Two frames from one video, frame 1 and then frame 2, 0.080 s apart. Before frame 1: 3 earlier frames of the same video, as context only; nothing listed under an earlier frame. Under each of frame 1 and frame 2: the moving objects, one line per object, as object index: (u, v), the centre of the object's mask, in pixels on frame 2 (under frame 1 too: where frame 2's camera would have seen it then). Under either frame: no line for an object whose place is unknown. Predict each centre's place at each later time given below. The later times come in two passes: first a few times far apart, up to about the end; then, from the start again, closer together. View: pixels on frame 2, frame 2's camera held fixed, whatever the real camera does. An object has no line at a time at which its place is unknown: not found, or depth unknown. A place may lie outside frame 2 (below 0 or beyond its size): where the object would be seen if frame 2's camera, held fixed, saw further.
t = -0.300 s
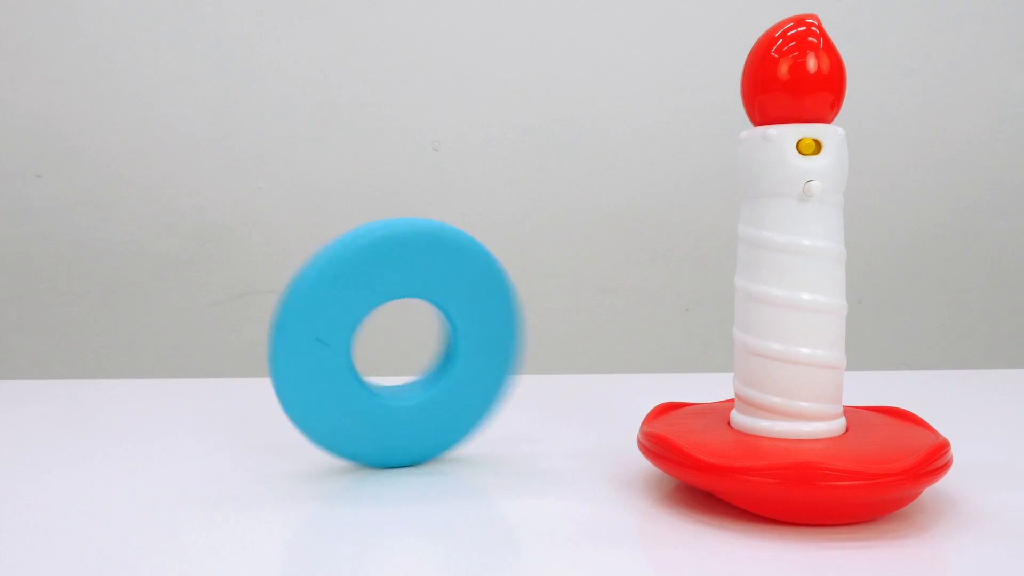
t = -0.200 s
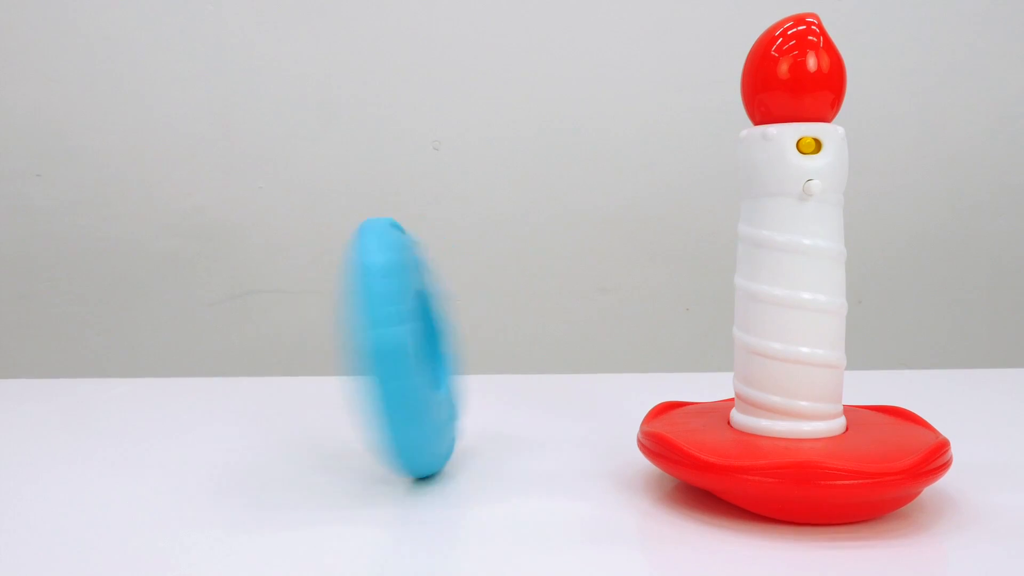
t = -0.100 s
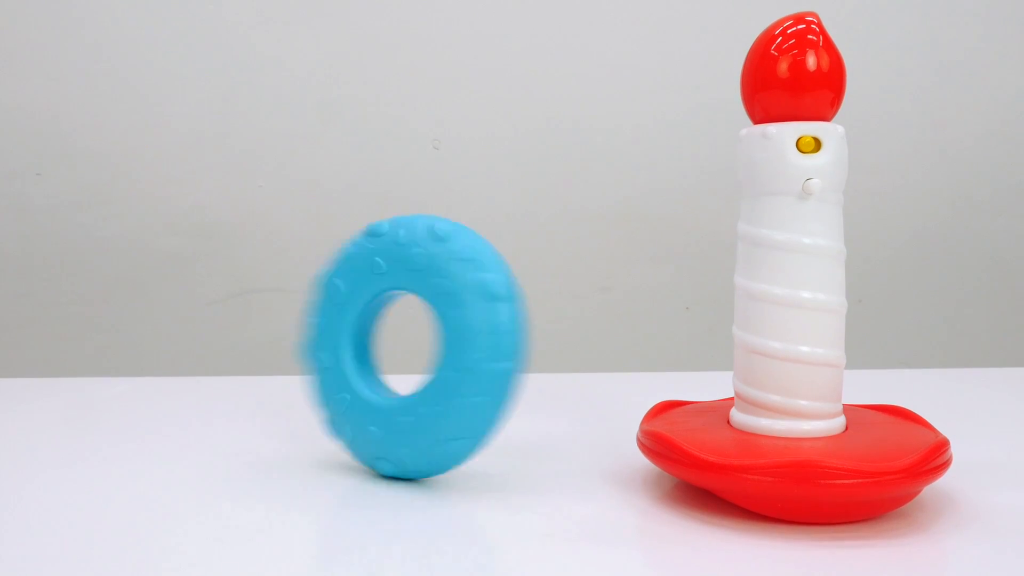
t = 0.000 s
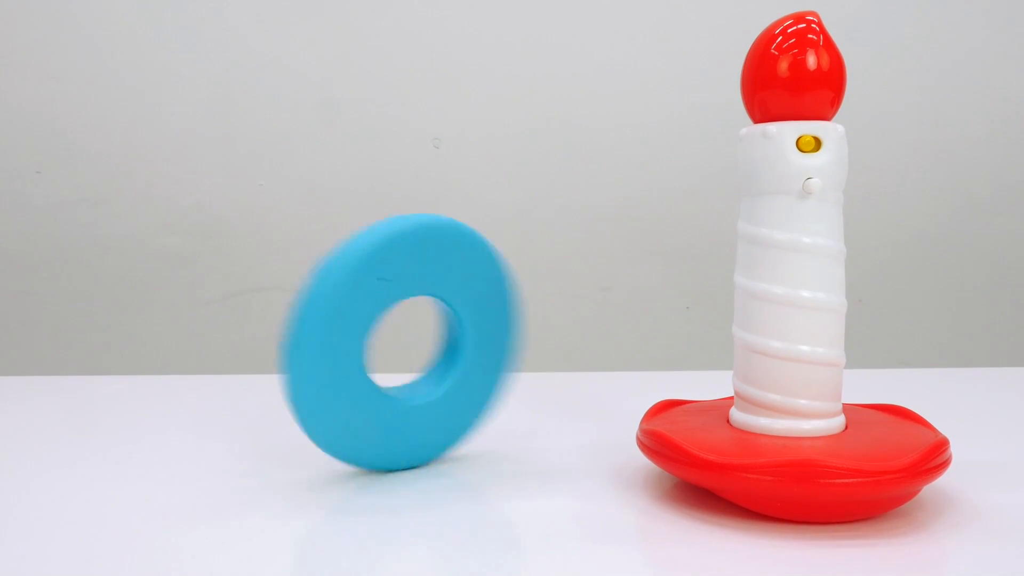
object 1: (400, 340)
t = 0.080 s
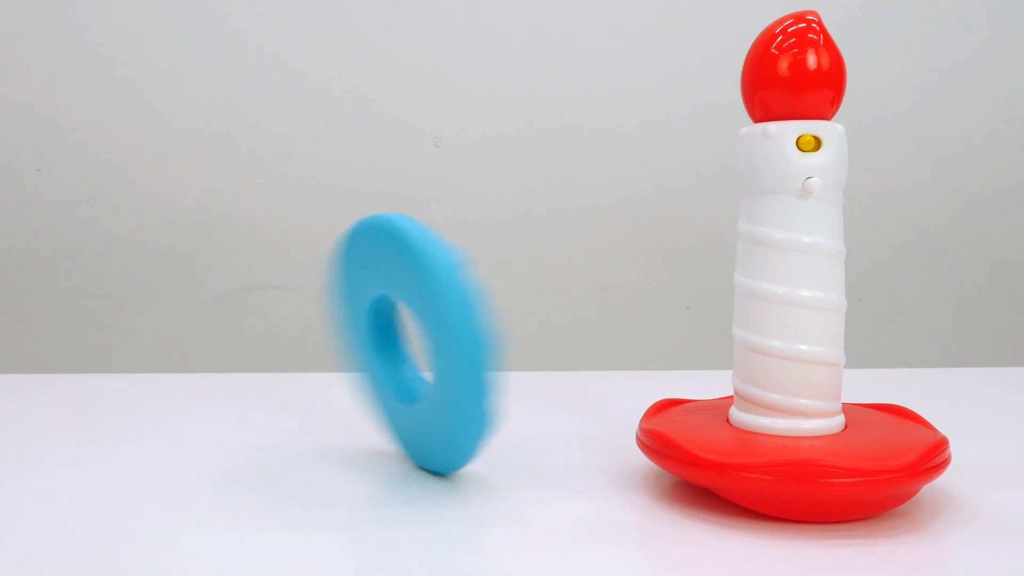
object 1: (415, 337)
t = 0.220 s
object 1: (418, 344)
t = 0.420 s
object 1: (398, 338)
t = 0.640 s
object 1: (376, 347)
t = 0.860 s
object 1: (357, 340)
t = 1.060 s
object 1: (371, 342)
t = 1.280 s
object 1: (379, 332)
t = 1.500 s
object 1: (416, 332)
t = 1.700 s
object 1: (414, 337)
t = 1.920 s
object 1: (436, 336)
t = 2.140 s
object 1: (450, 376)
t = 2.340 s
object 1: (433, 387)
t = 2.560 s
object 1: (439, 380)
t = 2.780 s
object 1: (453, 383)
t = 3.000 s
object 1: (457, 389)
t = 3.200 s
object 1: (462, 388)
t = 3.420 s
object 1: (476, 390)
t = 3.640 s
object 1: (482, 395)
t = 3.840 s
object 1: (472, 406)
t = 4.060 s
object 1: (455, 404)
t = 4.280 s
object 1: (454, 395)
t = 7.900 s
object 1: (474, 448)
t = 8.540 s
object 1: (442, 459)
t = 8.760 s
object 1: (441, 462)
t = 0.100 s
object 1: (416, 339)
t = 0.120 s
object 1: (405, 347)
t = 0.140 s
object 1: (400, 347)
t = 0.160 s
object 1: (402, 347)
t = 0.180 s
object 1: (407, 347)
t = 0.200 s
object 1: (413, 346)
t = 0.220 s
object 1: (418, 344)
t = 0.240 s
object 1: (417, 342)
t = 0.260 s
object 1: (411, 342)
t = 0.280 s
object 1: (395, 346)
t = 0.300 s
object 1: (390, 346)
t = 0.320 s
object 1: (387, 345)
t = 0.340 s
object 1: (389, 344)
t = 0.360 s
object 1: (393, 343)
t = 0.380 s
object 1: (397, 342)
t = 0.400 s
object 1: (399, 341)
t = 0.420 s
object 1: (398, 338)
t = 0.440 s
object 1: (398, 341)
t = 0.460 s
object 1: (385, 347)
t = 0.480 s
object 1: (383, 345)
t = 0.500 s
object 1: (383, 344)
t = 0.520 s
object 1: (387, 343)
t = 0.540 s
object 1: (394, 342)
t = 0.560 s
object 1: (400, 341)
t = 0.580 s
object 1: (401, 341)
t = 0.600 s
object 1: (397, 340)
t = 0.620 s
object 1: (387, 341)
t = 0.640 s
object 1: (376, 347)
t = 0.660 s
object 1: (371, 348)
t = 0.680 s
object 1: (368, 348)
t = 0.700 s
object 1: (368, 348)
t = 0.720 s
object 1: (370, 348)
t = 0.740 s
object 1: (372, 347)
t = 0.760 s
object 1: (373, 346)
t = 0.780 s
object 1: (373, 344)
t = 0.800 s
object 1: (371, 345)
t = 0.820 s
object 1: (359, 347)
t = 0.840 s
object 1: (356, 343)
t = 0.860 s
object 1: (357, 340)
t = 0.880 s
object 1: (363, 338)
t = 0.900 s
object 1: (371, 336)
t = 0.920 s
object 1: (379, 336)
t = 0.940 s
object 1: (383, 336)
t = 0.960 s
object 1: (383, 335)
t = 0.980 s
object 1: (381, 337)
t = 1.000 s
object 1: (374, 342)
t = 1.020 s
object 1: (372, 342)
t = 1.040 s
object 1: (371, 342)
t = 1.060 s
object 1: (371, 342)
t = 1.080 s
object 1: (373, 342)
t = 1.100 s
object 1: (376, 341)
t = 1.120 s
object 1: (378, 340)
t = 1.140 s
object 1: (380, 340)
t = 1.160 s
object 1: (380, 338)
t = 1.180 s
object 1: (380, 338)
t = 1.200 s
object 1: (370, 343)
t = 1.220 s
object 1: (367, 339)
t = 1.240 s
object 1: (367, 336)
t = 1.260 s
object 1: (371, 333)
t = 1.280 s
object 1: (379, 332)
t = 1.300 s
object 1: (388, 331)
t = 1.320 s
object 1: (396, 331)
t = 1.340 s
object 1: (401, 330)
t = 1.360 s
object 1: (403, 330)
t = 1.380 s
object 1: (403, 331)
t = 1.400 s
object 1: (400, 334)
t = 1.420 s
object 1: (401, 334)
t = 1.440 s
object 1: (403, 334)
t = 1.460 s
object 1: (407, 333)
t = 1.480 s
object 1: (412, 332)
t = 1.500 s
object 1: (416, 332)
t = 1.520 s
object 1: (421, 331)
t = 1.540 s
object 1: (425, 331)
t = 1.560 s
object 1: (427, 331)
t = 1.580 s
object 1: (426, 331)
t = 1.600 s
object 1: (425, 333)
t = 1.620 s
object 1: (417, 338)
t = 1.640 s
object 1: (412, 337)
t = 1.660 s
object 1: (409, 337)
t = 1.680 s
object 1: (411, 337)
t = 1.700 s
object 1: (414, 337)
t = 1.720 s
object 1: (419, 337)
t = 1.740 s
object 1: (424, 337)
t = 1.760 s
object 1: (427, 337)
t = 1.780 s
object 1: (429, 336)
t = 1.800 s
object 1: (428, 335)
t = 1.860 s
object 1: (422, 337)
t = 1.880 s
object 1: (426, 336)
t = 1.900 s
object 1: (430, 336)
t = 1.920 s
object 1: (436, 336)
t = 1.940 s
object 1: (443, 336)
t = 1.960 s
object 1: (449, 337)
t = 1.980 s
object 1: (454, 340)
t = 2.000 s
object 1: (456, 343)
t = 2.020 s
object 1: (455, 352)
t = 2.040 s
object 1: (449, 364)
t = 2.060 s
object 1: (449, 372)
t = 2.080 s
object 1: (450, 379)
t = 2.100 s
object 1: (451, 382)
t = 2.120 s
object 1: (453, 381)
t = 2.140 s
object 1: (450, 376)
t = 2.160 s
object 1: (442, 370)
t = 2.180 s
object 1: (438, 364)
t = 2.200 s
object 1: (439, 362)
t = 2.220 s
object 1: (444, 360)
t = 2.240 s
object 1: (445, 361)
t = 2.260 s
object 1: (443, 364)
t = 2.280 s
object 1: (435, 375)
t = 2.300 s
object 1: (431, 380)
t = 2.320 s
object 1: (431, 386)
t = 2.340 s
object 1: (433, 387)
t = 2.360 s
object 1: (435, 385)
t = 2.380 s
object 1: (433, 384)
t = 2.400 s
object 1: (427, 374)
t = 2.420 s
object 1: (429, 370)
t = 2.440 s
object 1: (435, 367)
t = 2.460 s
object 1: (438, 364)
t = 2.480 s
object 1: (440, 366)
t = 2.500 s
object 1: (436, 374)
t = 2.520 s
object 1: (434, 376)
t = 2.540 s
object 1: (436, 378)
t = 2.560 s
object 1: (439, 380)
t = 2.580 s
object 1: (442, 379)
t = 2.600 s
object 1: (444, 377)
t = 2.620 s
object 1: (443, 373)
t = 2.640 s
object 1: (443, 370)
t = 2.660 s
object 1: (447, 369)
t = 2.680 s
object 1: (453, 369)
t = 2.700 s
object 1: (453, 371)
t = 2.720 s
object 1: (451, 381)
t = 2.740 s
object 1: (449, 382)
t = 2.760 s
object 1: (450, 384)
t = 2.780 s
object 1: (453, 383)
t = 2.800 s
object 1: (455, 381)
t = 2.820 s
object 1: (455, 377)
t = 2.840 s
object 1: (452, 373)
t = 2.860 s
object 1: (452, 370)
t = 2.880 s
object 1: (455, 369)
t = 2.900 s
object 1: (461, 369)
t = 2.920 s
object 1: (460, 370)
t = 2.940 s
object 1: (461, 383)
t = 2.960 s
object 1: (455, 385)
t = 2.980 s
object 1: (455, 388)
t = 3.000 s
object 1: (457, 389)
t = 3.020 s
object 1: (460, 386)
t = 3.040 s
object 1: (459, 383)
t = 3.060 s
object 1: (457, 377)
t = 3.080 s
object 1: (456, 373)
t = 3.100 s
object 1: (461, 372)
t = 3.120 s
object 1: (465, 371)
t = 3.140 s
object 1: (465, 375)
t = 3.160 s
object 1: (463, 383)
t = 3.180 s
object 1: (460, 386)
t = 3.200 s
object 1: (462, 388)
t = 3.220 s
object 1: (464, 388)
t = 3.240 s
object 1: (467, 386)
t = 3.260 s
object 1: (466, 384)
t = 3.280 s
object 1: (464, 379)
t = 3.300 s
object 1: (467, 377)
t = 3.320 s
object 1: (473, 377)
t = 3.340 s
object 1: (476, 378)
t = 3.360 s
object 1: (477, 389)
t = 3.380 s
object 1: (473, 390)
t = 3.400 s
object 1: (473, 391)
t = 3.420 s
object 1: (476, 390)
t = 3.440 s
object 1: (479, 387)
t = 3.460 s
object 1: (479, 384)
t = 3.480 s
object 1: (476, 382)
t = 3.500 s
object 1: (477, 378)
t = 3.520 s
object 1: (481, 379)
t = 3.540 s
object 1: (487, 381)
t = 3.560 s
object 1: (487, 393)
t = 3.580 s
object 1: (481, 398)
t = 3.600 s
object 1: (480, 401)
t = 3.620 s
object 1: (481, 400)
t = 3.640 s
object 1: (482, 395)
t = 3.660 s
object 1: (481, 390)
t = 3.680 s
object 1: (476, 385)
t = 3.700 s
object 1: (475, 380)
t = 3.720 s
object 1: (477, 380)
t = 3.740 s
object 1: (481, 381)
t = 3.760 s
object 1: (479, 386)
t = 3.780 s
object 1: (479, 401)
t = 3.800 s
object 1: (472, 407)
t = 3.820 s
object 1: (471, 410)
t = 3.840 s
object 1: (472, 406)
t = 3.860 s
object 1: (469, 400)
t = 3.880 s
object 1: (467, 389)
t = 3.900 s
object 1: (463, 384)
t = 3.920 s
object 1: (465, 382)
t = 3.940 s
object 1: (468, 382)
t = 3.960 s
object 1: (467, 386)
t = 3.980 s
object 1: (464, 398)
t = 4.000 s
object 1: (457, 405)
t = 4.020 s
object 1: (455, 409)
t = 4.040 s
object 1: (456, 409)
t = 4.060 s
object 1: (455, 404)
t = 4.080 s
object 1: (454, 395)
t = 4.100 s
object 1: (451, 389)
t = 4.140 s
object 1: (458, 384)
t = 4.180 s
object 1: (453, 397)
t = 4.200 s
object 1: (450, 402)
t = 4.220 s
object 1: (451, 406)
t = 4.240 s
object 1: (452, 405)
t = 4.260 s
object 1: (451, 402)
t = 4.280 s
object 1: (454, 395)
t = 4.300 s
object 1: (454, 391)
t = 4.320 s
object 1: (457, 389)
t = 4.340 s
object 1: (460, 393)
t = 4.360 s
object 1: (458, 398)
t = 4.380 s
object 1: (456, 400)
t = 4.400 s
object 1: (456, 402)
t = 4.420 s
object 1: (459, 403)
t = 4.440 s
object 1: (461, 400)
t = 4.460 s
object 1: (458, 400)
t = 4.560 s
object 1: (465, 404)
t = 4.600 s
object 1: (467, 405)
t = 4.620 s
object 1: (468, 401)
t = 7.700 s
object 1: (478, 438)
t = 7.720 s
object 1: (476, 433)
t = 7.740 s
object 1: (475, 432)
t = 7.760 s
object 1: (473, 433)
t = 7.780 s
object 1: (473, 439)
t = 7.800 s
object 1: (471, 444)
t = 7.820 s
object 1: (473, 439)
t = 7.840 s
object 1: (473, 436)
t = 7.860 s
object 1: (473, 434)
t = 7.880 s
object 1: (474, 438)
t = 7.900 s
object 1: (474, 448)
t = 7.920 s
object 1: (475, 444)
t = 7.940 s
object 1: (475, 440)
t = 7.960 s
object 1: (475, 436)
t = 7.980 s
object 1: (475, 438)
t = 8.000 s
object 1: (476, 449)
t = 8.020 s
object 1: (476, 448)
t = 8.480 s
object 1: (448, 455)
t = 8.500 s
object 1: (446, 451)
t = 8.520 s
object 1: (444, 455)
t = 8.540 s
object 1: (442, 459)
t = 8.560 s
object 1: (441, 455)
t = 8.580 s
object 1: (440, 455)
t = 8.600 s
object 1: (438, 461)
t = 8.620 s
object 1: (438, 458)
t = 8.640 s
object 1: (438, 458)
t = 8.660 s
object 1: (438, 461)
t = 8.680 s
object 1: (438, 459)
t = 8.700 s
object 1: (439, 461)
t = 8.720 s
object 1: (439, 461)
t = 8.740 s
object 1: (440, 462)
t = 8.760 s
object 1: (441, 462)
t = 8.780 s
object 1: (441, 461)
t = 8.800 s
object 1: (441, 461)
